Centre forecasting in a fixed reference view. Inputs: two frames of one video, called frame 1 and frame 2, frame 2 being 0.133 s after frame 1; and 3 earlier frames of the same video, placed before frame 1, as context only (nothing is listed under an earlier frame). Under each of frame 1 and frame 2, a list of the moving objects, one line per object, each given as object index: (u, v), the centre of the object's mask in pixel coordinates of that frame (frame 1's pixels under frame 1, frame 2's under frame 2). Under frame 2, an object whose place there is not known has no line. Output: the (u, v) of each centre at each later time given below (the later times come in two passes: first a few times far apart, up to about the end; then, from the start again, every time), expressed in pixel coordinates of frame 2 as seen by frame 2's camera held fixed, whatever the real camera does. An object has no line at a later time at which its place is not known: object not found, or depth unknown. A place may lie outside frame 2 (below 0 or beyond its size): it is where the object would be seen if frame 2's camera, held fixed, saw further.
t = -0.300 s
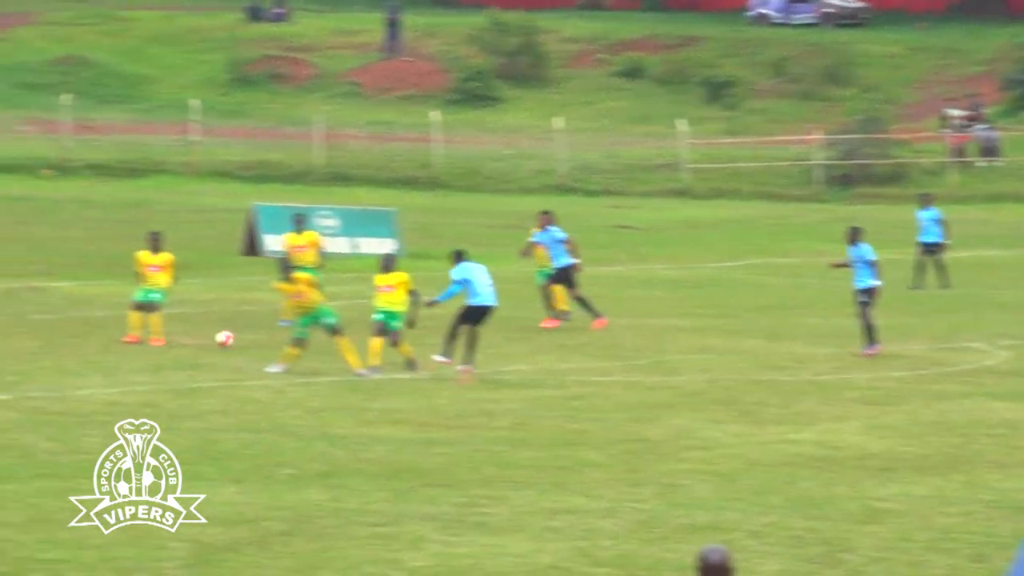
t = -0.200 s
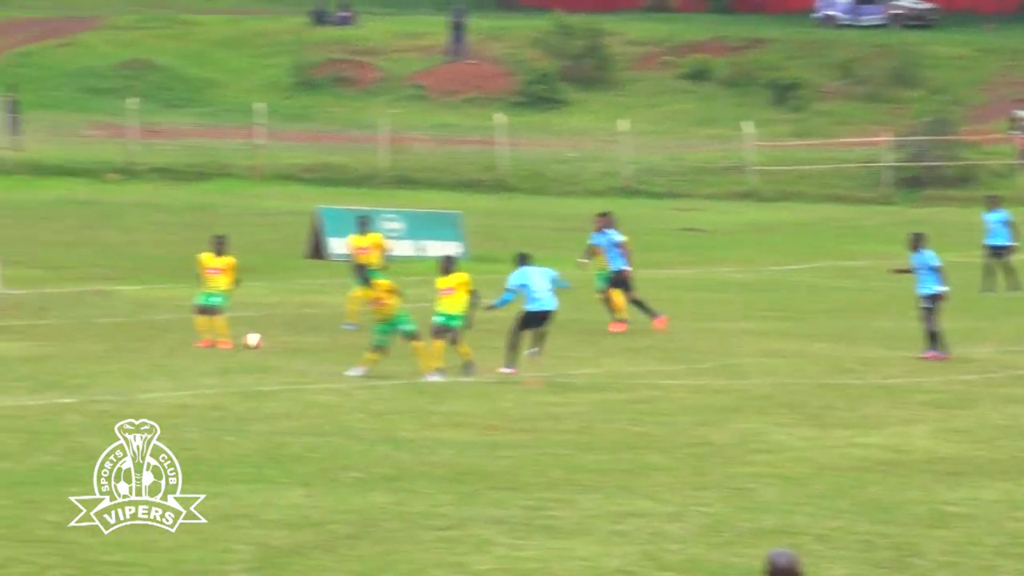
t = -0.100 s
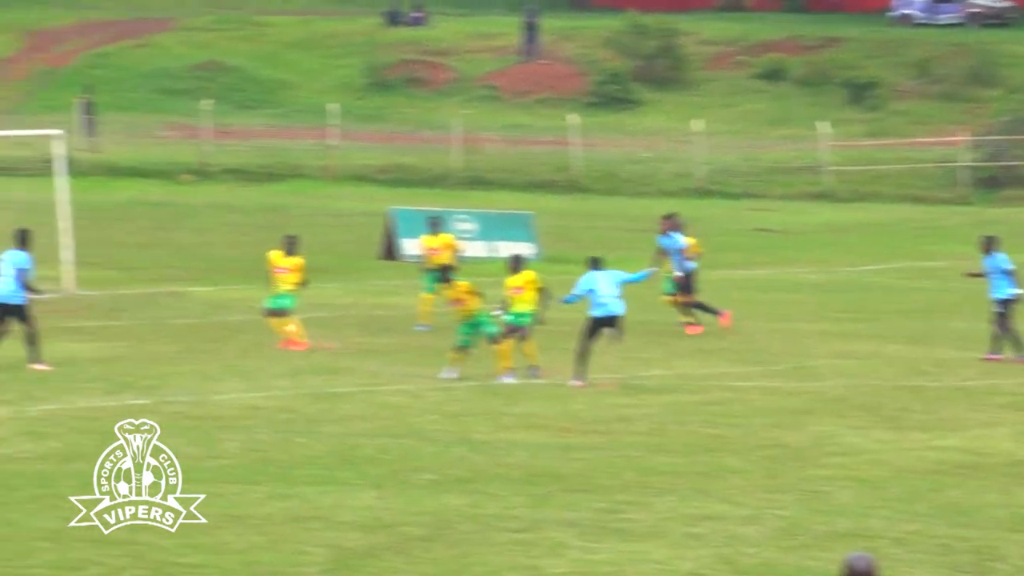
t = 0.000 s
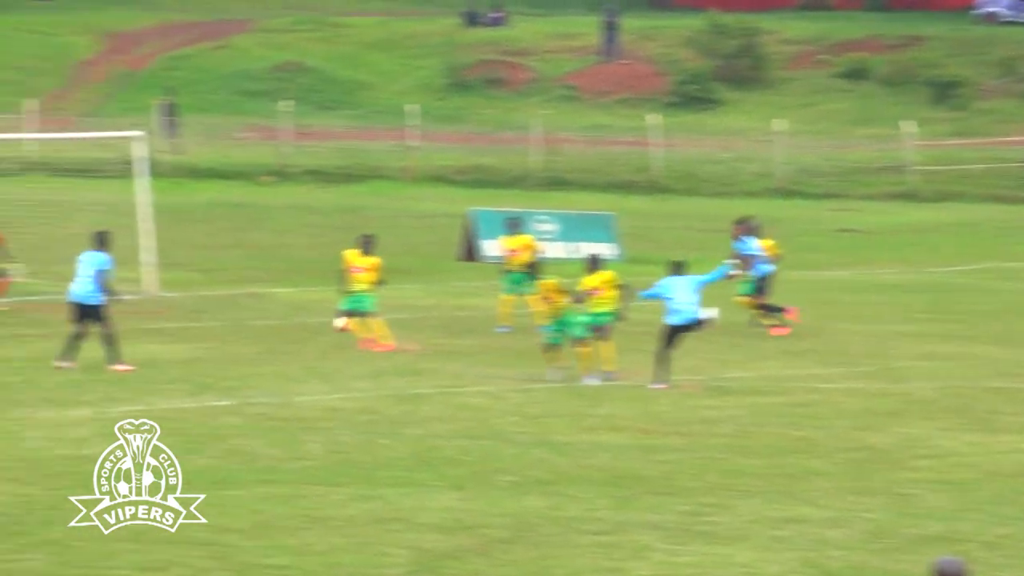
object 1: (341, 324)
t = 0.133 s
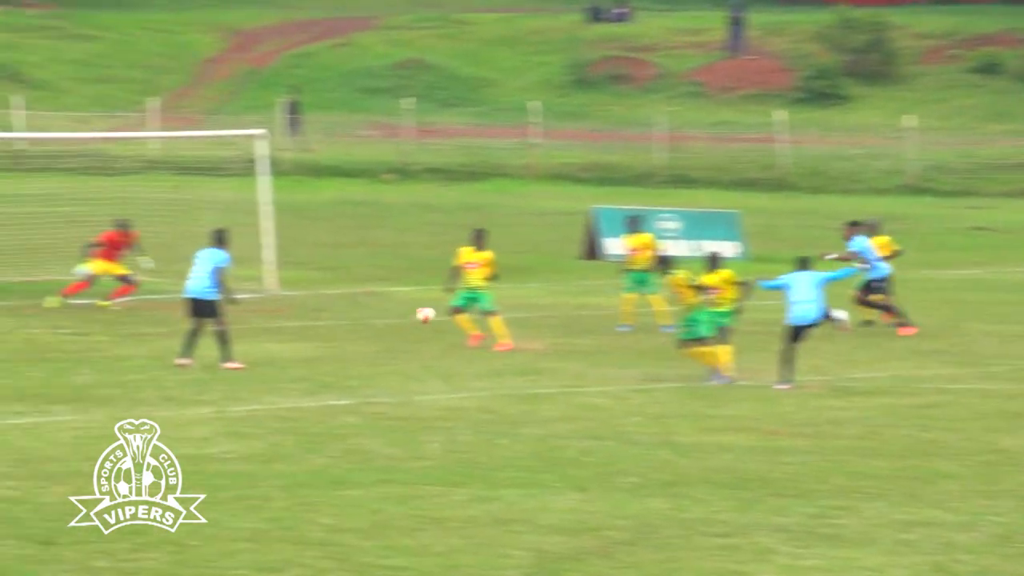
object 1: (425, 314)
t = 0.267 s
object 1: (390, 311)
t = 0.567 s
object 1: (328, 312)
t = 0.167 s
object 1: (415, 314)
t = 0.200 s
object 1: (406, 313)
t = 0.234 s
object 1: (398, 312)
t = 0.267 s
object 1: (390, 311)
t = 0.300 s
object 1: (382, 312)
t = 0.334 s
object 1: (374, 312)
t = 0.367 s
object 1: (367, 312)
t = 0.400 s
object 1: (360, 312)
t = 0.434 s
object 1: (352, 313)
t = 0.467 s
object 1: (346, 313)
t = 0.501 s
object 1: (339, 316)
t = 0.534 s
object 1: (332, 314)
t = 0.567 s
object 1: (328, 312)
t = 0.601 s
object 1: (321, 311)
